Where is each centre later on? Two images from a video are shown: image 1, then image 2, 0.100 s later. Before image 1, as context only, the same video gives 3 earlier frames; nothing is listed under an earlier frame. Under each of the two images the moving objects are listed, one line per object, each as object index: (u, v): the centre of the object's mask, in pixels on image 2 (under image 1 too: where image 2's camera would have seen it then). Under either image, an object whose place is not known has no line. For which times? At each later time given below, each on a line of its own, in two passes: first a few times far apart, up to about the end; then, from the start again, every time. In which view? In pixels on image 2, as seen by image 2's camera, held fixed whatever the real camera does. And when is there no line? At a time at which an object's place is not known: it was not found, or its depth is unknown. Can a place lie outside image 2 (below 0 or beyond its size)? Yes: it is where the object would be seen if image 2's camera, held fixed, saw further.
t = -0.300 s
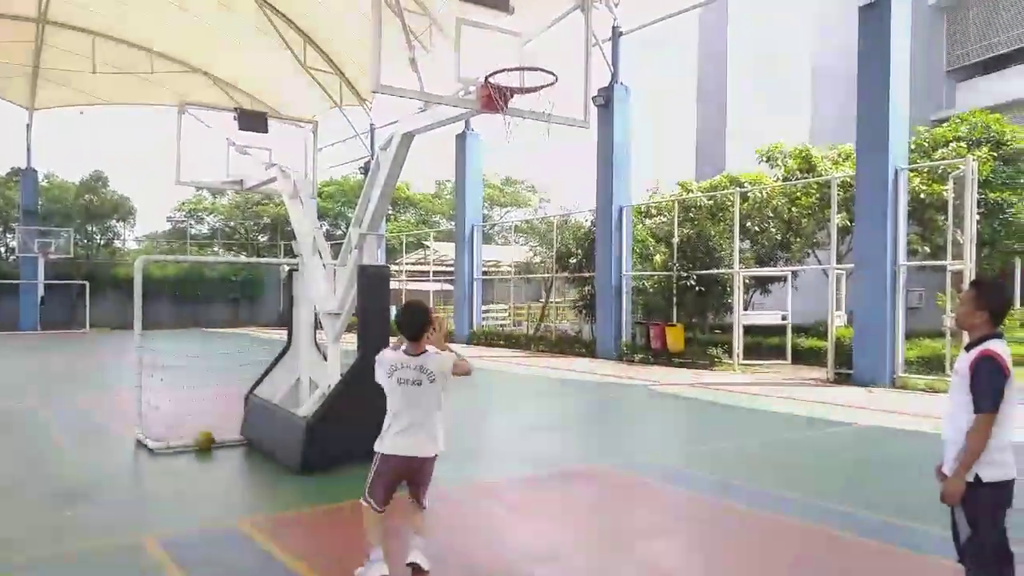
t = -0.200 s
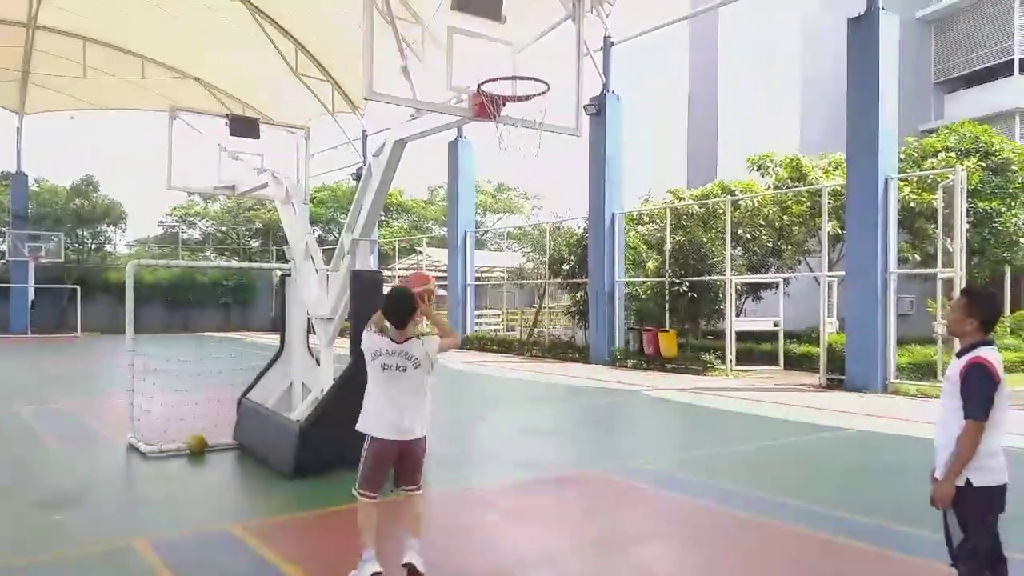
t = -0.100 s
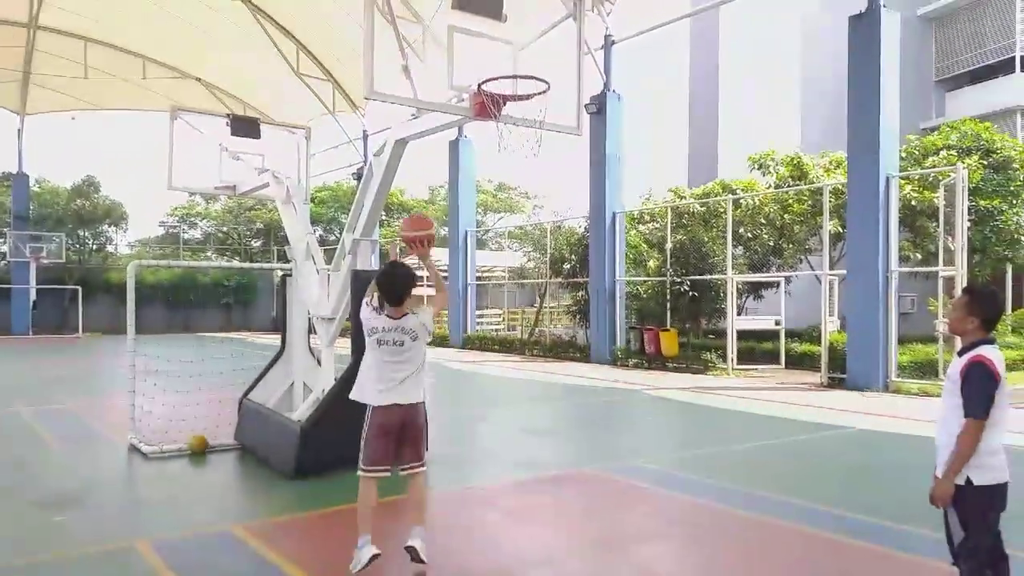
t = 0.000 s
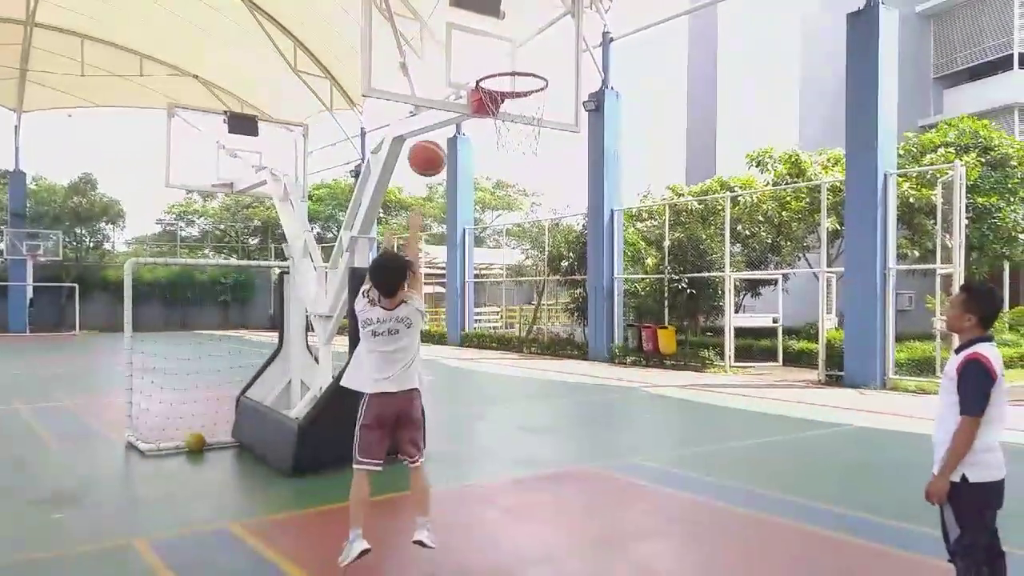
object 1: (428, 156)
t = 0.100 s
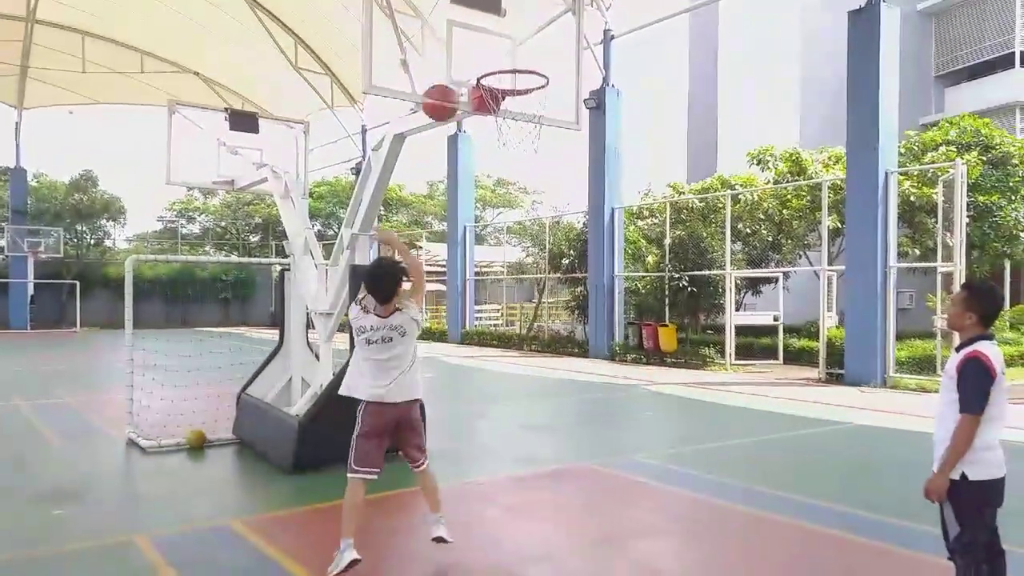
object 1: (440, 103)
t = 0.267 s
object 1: (458, 51)
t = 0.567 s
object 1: (524, 81)
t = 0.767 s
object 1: (556, 155)
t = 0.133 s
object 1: (444, 89)
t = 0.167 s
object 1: (448, 76)
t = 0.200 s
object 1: (451, 66)
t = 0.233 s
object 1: (455, 57)
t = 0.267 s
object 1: (458, 51)
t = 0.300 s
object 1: (465, 48)
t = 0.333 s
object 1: (472, 46)
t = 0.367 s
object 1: (479, 46)
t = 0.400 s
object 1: (487, 47)
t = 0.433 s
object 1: (494, 52)
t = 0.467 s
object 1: (501, 54)
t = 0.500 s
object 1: (509, 62)
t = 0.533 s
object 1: (517, 71)
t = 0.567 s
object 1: (524, 81)
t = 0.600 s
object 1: (531, 92)
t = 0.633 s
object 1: (539, 105)
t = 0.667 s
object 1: (545, 118)
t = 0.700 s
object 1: (549, 130)
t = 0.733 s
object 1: (552, 142)
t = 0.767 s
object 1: (556, 155)
